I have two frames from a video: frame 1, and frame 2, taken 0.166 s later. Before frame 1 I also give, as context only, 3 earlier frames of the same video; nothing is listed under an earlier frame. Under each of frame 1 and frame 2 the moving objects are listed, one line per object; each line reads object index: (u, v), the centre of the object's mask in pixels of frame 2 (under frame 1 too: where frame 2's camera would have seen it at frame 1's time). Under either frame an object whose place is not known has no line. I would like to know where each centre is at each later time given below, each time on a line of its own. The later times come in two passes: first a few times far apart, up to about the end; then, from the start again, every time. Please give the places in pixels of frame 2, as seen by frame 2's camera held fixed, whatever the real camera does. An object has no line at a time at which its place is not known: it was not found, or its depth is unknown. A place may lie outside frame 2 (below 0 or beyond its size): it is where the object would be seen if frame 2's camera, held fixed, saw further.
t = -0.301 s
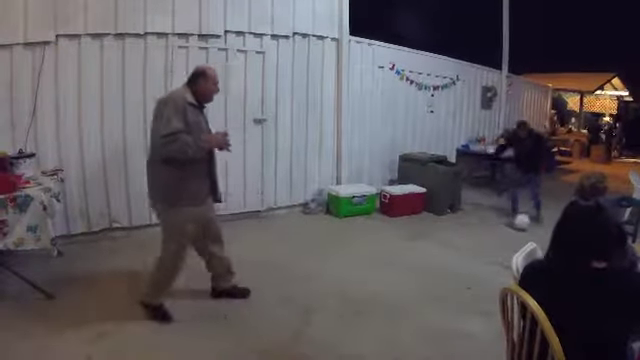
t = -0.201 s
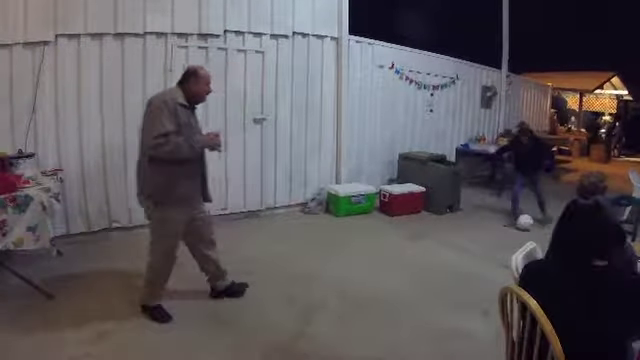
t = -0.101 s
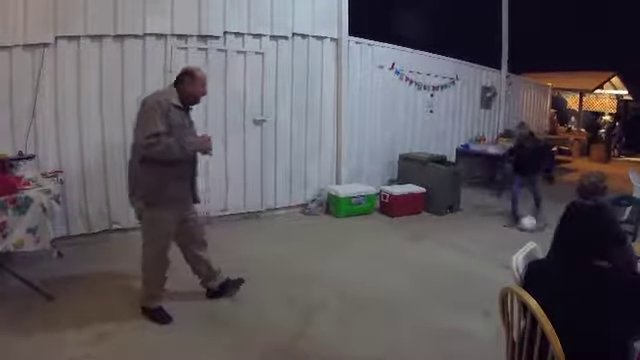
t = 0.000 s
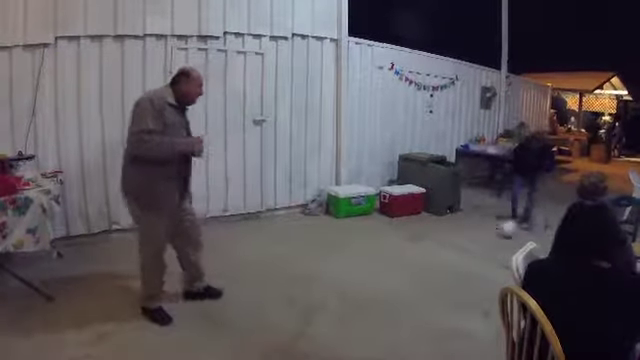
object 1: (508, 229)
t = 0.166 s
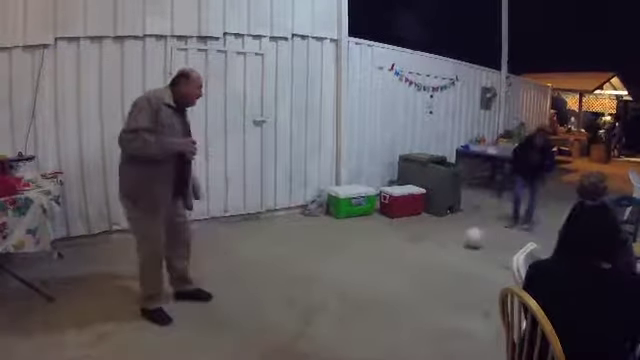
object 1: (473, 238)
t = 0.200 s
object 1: (466, 239)
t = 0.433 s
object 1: (424, 251)
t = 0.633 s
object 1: (381, 262)
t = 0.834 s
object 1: (337, 275)
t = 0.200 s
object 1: (466, 239)
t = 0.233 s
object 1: (459, 240)
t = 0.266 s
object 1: (452, 243)
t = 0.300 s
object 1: (448, 245)
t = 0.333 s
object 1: (443, 245)
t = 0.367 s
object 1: (438, 247)
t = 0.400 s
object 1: (428, 249)
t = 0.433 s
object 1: (424, 251)
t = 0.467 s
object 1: (416, 253)
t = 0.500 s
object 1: (412, 253)
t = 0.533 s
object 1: (402, 256)
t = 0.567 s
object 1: (397, 257)
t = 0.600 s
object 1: (386, 260)
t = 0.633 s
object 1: (381, 262)
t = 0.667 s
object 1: (378, 263)
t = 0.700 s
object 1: (371, 264)
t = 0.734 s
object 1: (361, 267)
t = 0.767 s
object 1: (353, 270)
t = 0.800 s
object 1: (345, 272)
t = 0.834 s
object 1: (337, 275)
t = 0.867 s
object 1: (328, 276)
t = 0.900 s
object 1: (320, 278)
